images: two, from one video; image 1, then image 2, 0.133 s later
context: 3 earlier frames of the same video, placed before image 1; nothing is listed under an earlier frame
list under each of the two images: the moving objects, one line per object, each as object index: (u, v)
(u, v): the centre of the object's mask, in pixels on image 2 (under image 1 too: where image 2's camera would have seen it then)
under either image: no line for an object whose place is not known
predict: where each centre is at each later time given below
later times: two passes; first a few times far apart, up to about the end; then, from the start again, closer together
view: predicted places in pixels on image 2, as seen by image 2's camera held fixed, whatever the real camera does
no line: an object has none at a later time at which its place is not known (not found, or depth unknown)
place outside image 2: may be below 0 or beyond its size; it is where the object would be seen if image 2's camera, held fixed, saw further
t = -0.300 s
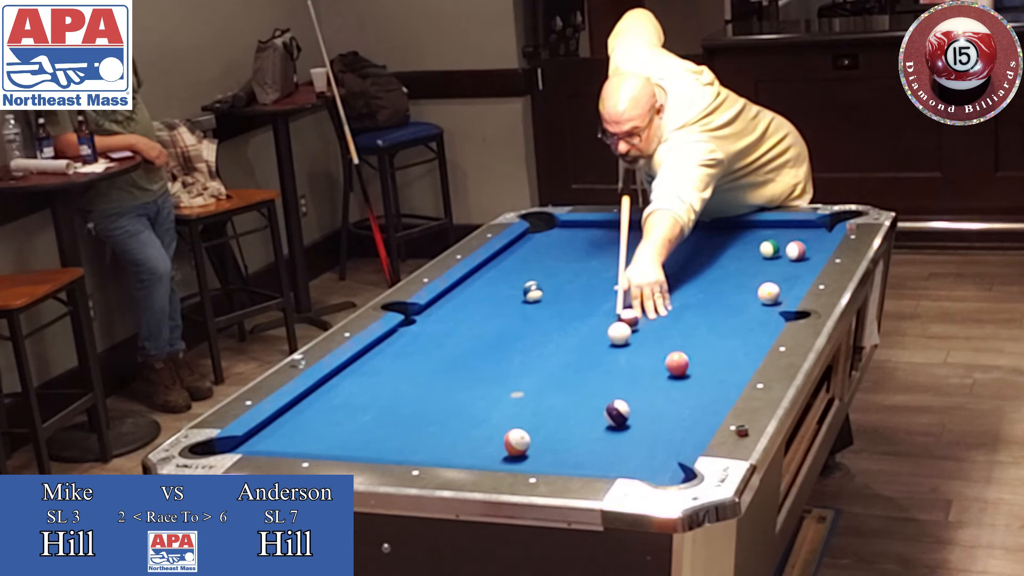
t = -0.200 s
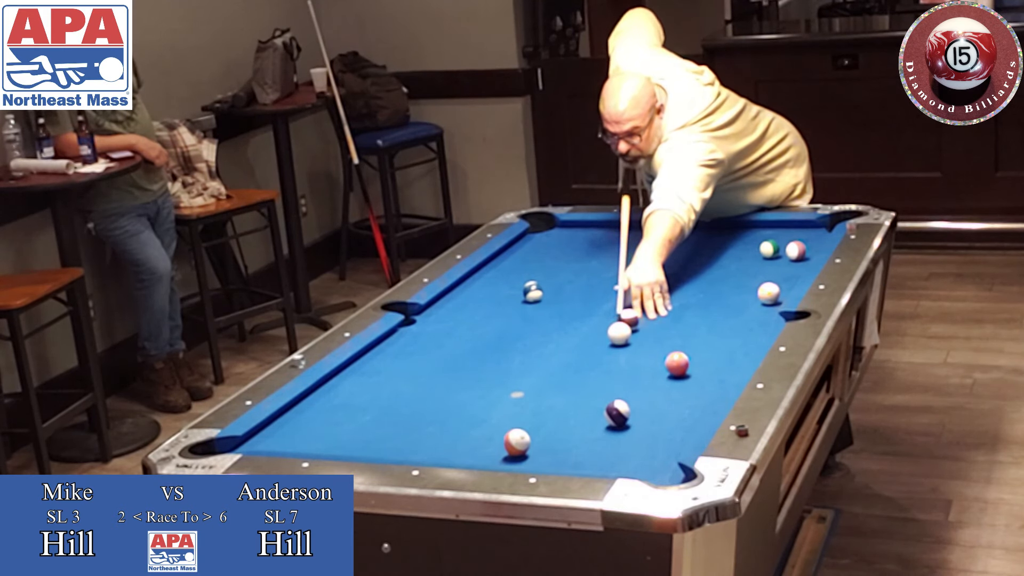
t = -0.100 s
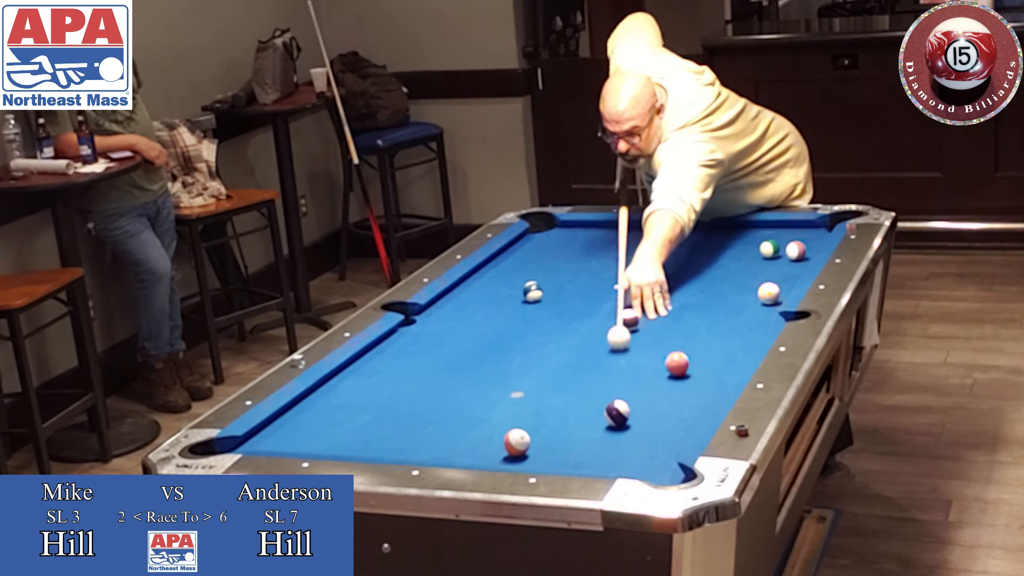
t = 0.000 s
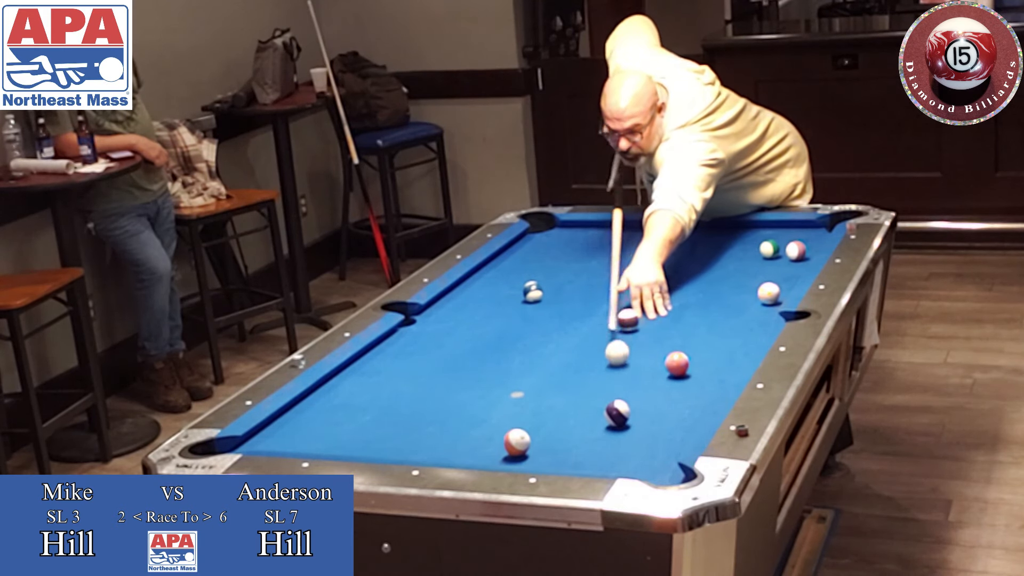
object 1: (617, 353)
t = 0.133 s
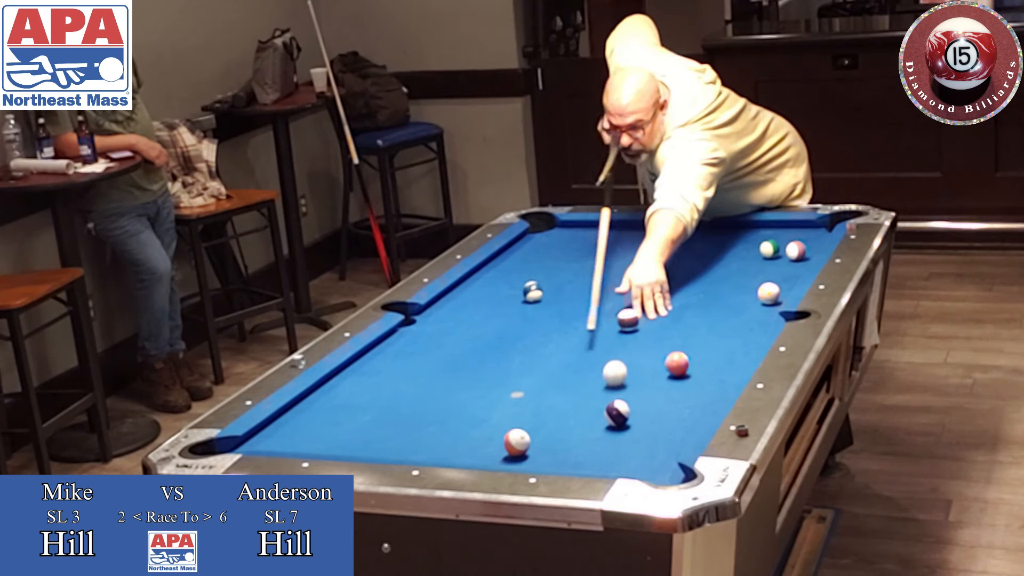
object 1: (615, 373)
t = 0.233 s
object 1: (613, 389)
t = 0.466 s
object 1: (597, 410)
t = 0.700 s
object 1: (576, 422)
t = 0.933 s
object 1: (556, 434)
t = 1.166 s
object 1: (541, 444)
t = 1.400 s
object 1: (536, 452)
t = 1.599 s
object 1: (532, 457)
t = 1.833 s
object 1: (528, 461)
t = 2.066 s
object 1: (532, 459)
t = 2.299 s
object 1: (536, 457)
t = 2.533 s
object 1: (539, 456)
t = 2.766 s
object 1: (541, 455)
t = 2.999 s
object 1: (541, 455)
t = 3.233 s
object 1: (541, 455)
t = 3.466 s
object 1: (541, 455)
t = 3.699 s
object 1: (541, 455)
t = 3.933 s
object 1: (541, 455)
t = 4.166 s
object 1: (541, 455)
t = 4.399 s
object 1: (541, 455)
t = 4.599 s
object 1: (541, 455)
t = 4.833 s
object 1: (541, 455)
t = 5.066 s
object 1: (541, 455)
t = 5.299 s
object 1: (541, 455)
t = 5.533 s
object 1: (541, 455)
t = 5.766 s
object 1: (541, 455)
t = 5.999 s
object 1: (541, 455)
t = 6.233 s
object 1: (541, 455)
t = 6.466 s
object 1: (541, 455)
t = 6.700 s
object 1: (541, 455)
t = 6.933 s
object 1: (541, 455)
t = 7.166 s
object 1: (541, 455)
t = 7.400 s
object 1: (541, 455)
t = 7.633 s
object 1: (541, 455)
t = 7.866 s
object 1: (541, 455)
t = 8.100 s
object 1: (541, 455)
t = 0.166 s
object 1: (614, 378)
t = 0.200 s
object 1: (613, 384)
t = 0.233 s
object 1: (613, 389)
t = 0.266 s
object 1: (611, 393)
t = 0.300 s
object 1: (610, 397)
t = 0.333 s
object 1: (607, 402)
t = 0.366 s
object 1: (605, 404)
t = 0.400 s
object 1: (603, 407)
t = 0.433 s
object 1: (600, 408)
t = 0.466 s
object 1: (597, 410)
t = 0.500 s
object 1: (594, 412)
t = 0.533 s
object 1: (591, 414)
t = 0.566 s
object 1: (588, 416)
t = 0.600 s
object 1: (585, 417)
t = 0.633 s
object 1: (582, 419)
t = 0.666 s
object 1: (579, 421)
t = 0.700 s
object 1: (576, 422)
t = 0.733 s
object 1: (573, 424)
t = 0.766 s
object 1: (571, 426)
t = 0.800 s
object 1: (567, 427)
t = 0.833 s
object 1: (565, 429)
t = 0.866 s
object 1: (562, 430)
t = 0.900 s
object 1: (559, 432)
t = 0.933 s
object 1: (556, 434)
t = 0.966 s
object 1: (553, 435)
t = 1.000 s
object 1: (550, 437)
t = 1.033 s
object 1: (547, 439)
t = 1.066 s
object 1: (545, 440)
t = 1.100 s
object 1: (543, 441)
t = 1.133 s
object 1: (542, 443)
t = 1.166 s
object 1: (541, 444)
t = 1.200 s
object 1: (541, 445)
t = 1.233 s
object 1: (540, 446)
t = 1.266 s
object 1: (539, 448)
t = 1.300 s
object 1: (538, 449)
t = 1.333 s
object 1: (538, 450)
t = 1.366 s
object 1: (537, 451)
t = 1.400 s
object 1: (536, 452)
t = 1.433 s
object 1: (536, 453)
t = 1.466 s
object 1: (535, 454)
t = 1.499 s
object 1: (534, 455)
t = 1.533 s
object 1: (534, 456)
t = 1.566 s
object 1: (533, 456)
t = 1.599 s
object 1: (532, 457)
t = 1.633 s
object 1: (532, 457)
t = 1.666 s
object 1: (531, 458)
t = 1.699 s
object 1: (530, 459)
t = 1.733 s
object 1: (530, 459)
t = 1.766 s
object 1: (529, 460)
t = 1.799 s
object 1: (528, 460)
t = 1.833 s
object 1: (528, 461)
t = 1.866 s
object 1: (529, 460)
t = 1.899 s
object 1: (529, 460)
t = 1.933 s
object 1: (530, 460)
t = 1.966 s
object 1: (531, 460)
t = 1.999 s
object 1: (531, 459)
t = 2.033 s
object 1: (532, 459)
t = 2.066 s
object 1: (532, 459)
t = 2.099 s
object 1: (533, 458)
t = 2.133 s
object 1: (533, 458)
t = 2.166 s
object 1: (534, 458)
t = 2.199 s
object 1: (534, 457)
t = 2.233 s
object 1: (535, 457)
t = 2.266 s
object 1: (535, 457)
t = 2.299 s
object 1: (536, 457)
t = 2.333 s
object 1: (536, 457)
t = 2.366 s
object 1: (537, 456)
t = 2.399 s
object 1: (537, 456)
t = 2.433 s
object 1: (538, 456)
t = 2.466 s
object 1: (538, 456)
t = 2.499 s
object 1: (539, 456)
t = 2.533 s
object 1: (539, 456)
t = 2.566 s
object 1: (539, 455)
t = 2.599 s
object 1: (540, 455)
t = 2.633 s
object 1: (540, 455)
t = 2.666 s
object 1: (540, 455)
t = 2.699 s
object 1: (541, 455)
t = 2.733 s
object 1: (541, 455)
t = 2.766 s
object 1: (541, 455)
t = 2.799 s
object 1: (541, 455)
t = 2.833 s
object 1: (541, 455)
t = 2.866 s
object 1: (541, 455)
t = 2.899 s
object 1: (541, 455)
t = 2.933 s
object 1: (541, 455)
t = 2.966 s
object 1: (541, 455)
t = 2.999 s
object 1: (541, 455)
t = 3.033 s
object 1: (541, 455)
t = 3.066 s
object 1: (541, 455)
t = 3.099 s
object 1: (541, 455)
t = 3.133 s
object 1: (541, 455)
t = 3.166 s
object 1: (541, 455)
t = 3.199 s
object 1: (541, 455)
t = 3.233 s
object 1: (541, 455)
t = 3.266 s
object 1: (541, 455)
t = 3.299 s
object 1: (541, 455)
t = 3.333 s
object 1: (541, 455)
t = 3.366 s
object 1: (541, 455)
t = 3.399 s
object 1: (541, 455)
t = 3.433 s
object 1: (541, 455)
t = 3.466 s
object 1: (541, 455)
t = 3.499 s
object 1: (541, 455)
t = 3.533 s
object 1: (541, 455)
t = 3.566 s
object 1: (541, 455)
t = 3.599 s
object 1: (541, 455)
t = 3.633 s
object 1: (541, 455)
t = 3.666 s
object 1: (541, 455)
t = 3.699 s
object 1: (541, 455)
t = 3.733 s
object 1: (541, 455)
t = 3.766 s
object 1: (541, 455)
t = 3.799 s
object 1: (541, 455)
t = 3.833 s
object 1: (541, 455)
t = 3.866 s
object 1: (541, 455)
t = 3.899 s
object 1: (541, 455)
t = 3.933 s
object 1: (541, 455)
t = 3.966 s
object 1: (541, 455)
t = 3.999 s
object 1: (541, 455)
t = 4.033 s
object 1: (541, 455)
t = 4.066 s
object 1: (541, 455)
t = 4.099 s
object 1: (541, 455)
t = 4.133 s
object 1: (541, 455)
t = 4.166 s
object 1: (541, 455)
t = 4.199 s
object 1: (541, 455)
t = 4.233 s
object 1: (541, 455)
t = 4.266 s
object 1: (541, 455)
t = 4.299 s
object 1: (541, 455)
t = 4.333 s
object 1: (541, 455)
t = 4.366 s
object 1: (541, 455)
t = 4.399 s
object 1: (541, 455)
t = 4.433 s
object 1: (541, 455)
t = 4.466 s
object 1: (541, 455)
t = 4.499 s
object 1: (541, 455)
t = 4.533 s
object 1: (541, 455)
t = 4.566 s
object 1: (541, 455)
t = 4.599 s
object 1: (541, 455)
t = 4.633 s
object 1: (541, 455)
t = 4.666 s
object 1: (541, 455)
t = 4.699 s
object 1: (541, 455)
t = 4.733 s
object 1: (541, 455)
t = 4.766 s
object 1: (541, 455)
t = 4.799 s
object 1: (541, 455)
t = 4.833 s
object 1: (541, 455)
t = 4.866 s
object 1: (541, 455)
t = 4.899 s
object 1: (541, 455)
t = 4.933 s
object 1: (541, 455)
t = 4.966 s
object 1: (541, 455)
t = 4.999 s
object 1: (541, 455)
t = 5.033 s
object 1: (541, 455)
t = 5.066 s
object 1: (541, 455)
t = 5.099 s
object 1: (541, 455)
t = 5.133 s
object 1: (541, 455)
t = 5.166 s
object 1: (541, 455)
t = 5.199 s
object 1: (541, 455)
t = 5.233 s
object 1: (541, 455)
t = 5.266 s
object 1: (541, 455)
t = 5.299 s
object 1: (541, 455)
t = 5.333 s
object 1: (541, 455)
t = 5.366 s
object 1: (541, 455)
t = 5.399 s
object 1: (541, 455)
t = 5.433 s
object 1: (541, 455)
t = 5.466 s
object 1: (541, 455)
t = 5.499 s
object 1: (541, 455)
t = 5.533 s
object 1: (541, 455)
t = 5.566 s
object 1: (541, 455)
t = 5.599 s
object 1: (541, 455)
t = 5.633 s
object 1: (541, 455)
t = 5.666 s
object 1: (541, 455)
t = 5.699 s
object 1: (541, 455)
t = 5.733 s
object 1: (541, 455)
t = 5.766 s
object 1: (541, 455)
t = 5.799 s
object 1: (541, 455)
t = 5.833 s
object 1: (541, 455)
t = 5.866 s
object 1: (541, 455)
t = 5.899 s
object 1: (541, 455)
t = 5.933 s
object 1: (541, 455)
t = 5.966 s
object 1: (541, 455)
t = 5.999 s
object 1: (541, 455)
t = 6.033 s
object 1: (541, 455)
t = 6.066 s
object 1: (541, 455)
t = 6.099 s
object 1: (541, 455)
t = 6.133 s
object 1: (541, 455)
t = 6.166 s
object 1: (541, 455)
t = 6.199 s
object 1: (541, 455)
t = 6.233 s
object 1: (541, 455)
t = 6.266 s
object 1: (541, 455)
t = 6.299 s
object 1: (541, 455)
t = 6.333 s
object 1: (541, 455)
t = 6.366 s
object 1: (541, 455)
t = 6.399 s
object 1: (541, 455)
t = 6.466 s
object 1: (541, 455)
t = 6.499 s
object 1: (541, 455)
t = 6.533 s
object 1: (541, 455)
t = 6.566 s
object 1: (541, 455)
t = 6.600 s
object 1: (541, 455)
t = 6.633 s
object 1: (541, 455)
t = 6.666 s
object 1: (541, 455)
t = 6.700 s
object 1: (541, 455)
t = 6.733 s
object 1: (541, 455)
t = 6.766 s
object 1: (541, 455)
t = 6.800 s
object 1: (541, 455)
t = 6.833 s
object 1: (541, 455)
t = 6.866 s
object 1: (541, 455)
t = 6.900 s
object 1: (541, 455)
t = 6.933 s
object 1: (541, 455)
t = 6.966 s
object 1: (541, 455)
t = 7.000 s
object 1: (541, 455)
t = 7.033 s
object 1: (541, 455)
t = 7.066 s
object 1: (541, 455)
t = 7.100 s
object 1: (541, 455)
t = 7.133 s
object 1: (541, 455)
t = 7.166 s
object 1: (541, 455)
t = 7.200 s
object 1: (541, 455)
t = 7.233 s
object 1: (541, 455)
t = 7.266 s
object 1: (541, 455)
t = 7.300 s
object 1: (541, 455)
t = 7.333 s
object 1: (541, 455)
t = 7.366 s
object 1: (541, 455)
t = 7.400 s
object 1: (541, 455)
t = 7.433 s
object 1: (541, 455)
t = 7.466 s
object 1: (541, 455)
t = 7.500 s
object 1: (541, 455)
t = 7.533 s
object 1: (541, 455)
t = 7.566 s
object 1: (541, 455)
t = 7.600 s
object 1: (541, 455)
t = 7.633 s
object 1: (541, 455)
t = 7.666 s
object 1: (541, 455)
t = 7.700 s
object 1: (541, 455)
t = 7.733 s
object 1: (541, 455)
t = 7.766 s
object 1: (541, 455)
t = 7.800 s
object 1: (541, 455)
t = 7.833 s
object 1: (541, 455)
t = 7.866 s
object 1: (541, 455)
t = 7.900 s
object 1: (541, 455)
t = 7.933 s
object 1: (541, 455)
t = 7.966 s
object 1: (541, 455)
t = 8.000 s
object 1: (541, 455)
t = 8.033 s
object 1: (541, 455)
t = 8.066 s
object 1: (541, 455)
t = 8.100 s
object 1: (541, 455)
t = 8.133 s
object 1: (541, 455)
